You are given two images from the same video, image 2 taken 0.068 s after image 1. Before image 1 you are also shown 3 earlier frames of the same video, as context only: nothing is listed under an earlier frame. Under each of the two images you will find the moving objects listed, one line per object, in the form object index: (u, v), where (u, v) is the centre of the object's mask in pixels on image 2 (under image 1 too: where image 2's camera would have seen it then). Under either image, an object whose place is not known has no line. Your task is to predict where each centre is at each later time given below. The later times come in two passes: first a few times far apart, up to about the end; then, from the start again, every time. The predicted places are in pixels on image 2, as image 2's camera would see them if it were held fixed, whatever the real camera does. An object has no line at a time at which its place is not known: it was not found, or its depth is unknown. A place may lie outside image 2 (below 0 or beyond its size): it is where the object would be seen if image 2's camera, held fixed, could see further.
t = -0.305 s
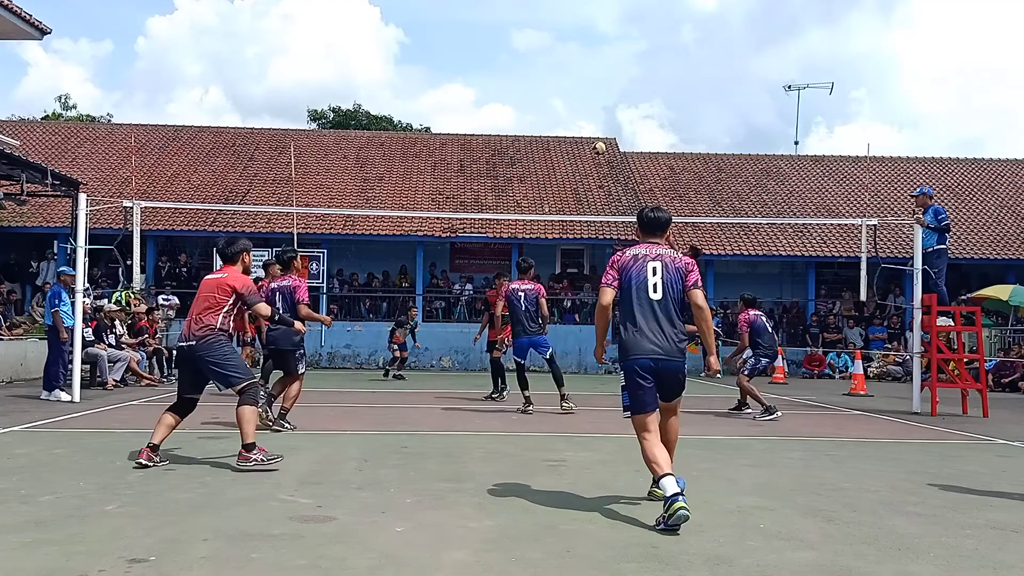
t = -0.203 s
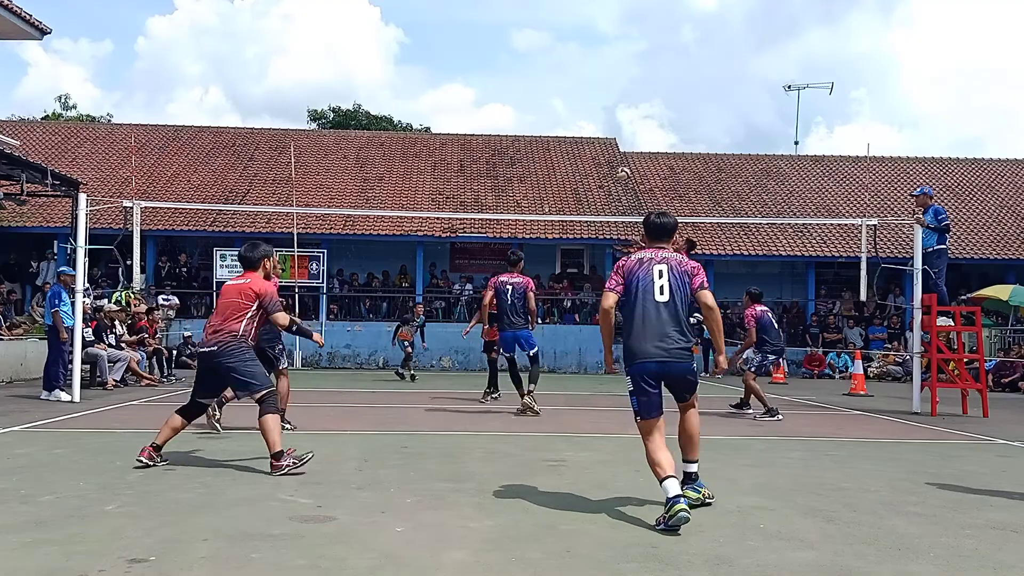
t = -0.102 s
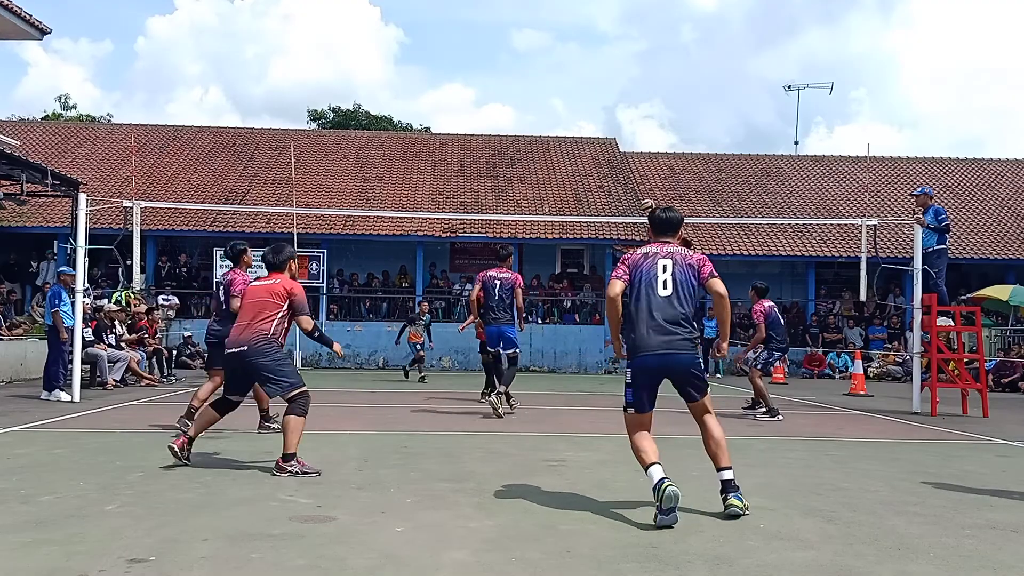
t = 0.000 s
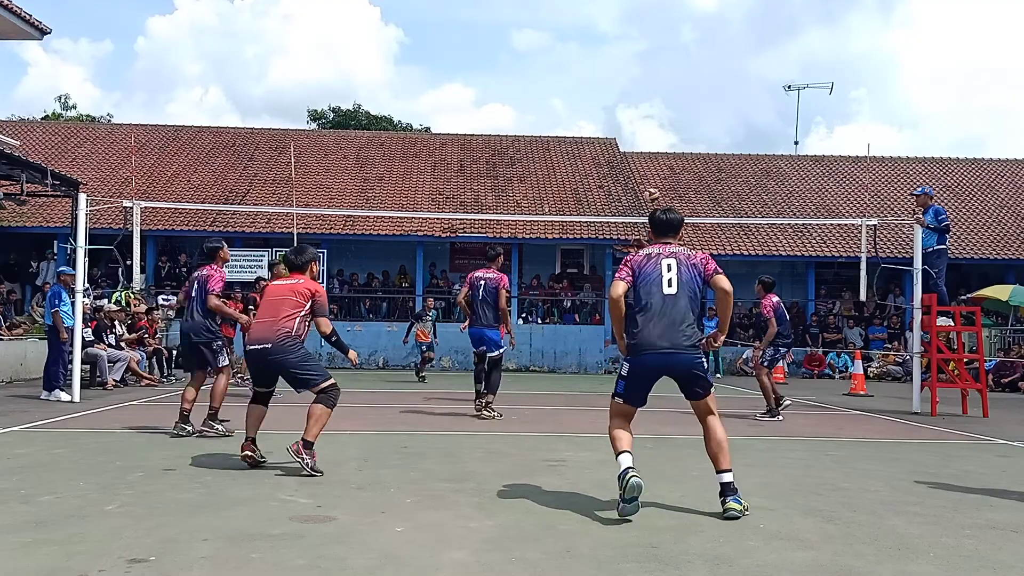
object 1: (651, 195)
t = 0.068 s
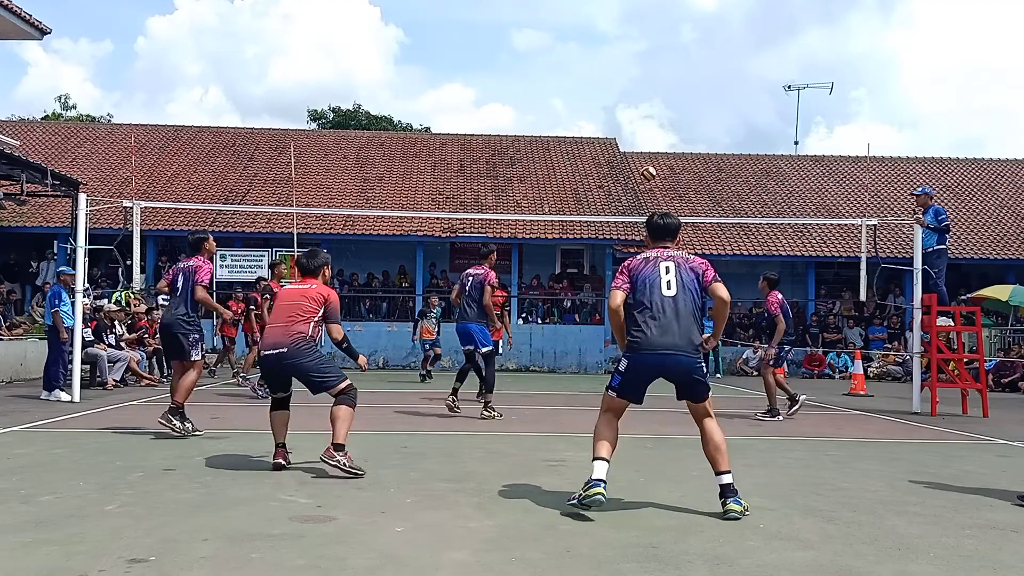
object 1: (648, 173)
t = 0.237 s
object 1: (642, 127)
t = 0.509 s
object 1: (639, 87)
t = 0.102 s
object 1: (647, 163)
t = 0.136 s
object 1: (645, 153)
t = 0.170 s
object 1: (644, 144)
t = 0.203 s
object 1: (643, 135)
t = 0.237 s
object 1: (642, 127)
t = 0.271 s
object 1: (641, 119)
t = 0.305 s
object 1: (640, 111)
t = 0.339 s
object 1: (639, 105)
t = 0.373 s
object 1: (639, 99)
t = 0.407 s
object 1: (639, 95)
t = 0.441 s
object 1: (639, 91)
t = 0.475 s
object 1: (639, 88)
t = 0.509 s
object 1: (639, 87)
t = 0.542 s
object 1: (640, 87)
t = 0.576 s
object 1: (641, 88)
